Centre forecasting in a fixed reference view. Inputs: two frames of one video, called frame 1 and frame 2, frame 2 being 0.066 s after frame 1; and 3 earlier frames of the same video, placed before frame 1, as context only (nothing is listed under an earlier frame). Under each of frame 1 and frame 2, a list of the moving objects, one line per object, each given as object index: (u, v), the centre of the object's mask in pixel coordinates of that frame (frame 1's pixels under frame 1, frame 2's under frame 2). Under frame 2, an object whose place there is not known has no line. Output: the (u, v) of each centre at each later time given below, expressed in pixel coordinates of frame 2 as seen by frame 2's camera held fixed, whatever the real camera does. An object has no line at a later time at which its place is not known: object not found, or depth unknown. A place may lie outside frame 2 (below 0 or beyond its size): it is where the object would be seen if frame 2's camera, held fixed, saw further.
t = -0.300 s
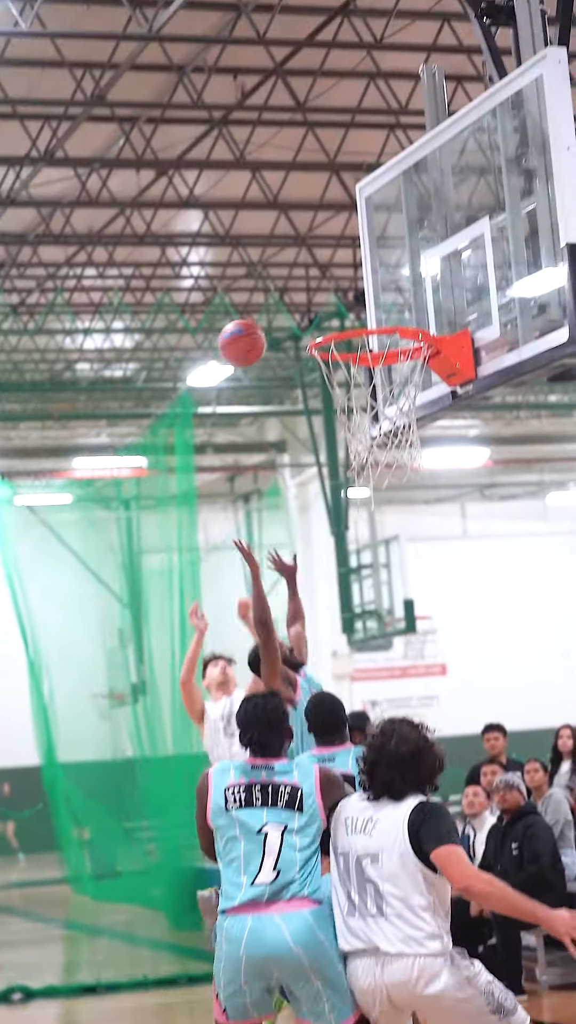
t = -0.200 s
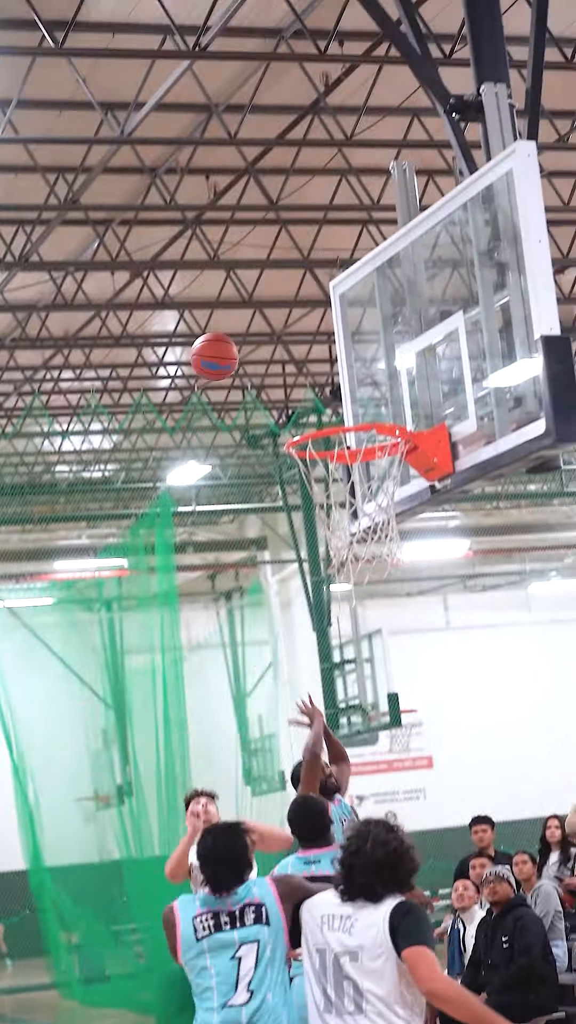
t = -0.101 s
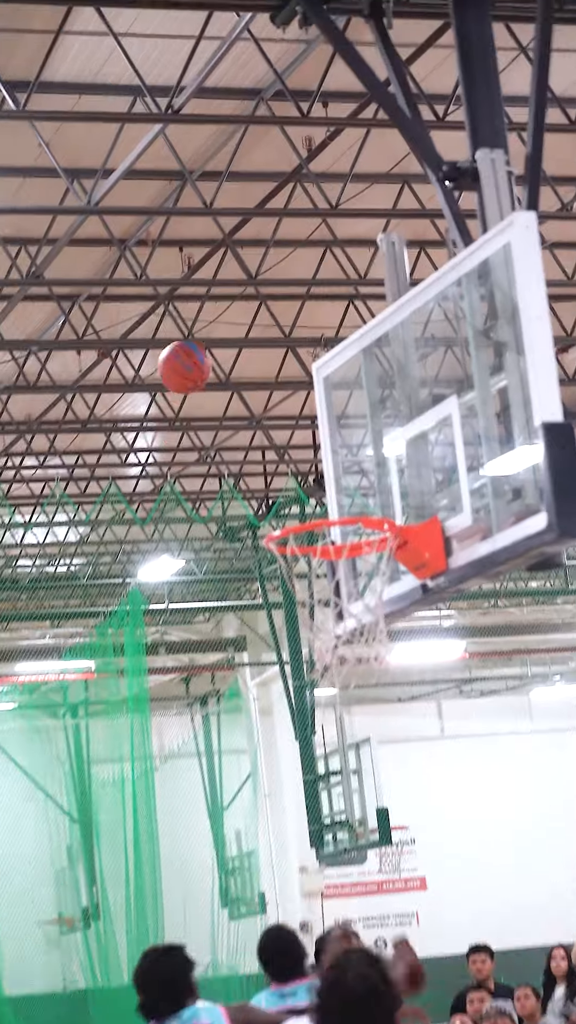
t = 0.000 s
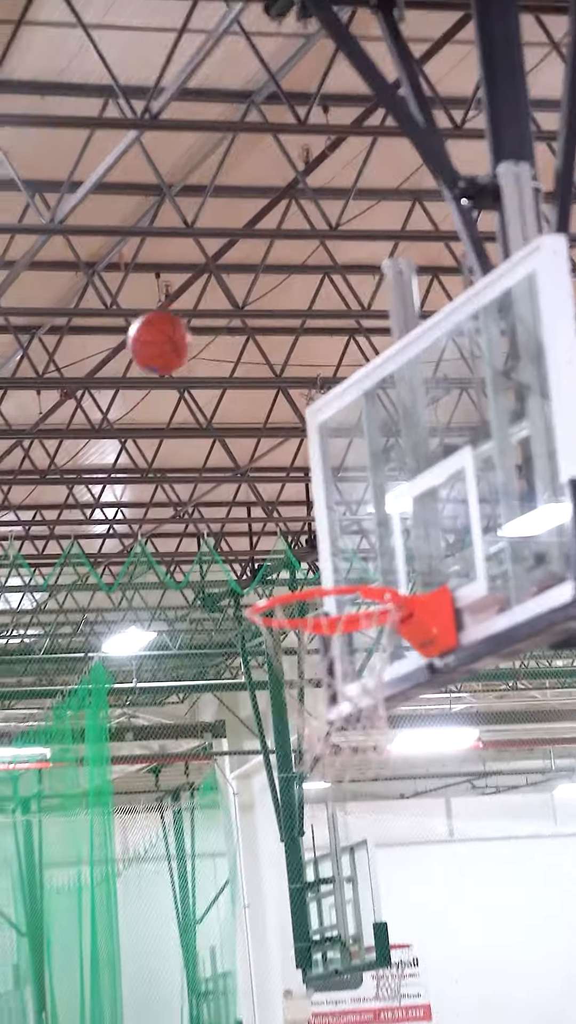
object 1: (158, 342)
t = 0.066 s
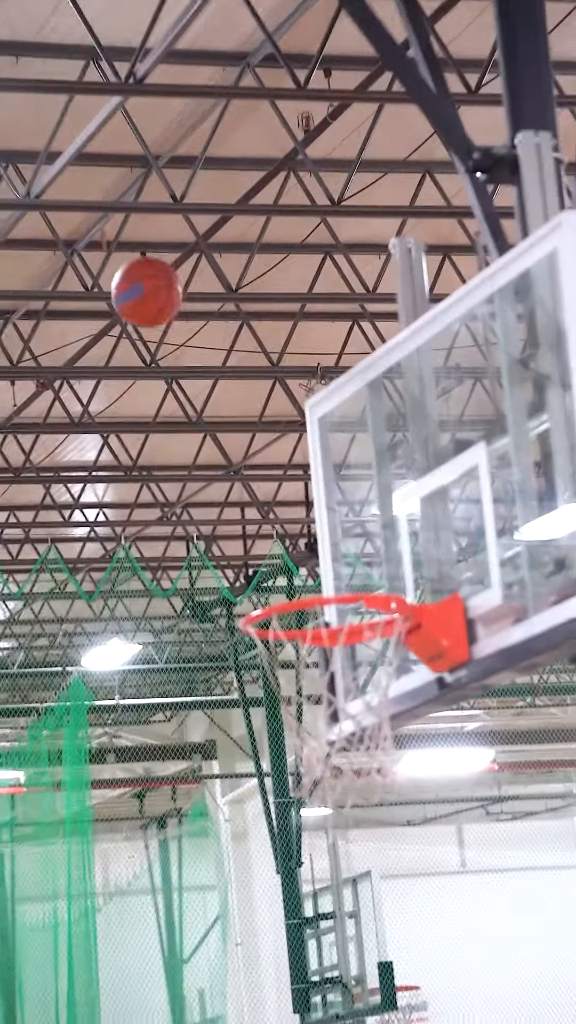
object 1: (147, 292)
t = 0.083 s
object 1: (147, 284)
